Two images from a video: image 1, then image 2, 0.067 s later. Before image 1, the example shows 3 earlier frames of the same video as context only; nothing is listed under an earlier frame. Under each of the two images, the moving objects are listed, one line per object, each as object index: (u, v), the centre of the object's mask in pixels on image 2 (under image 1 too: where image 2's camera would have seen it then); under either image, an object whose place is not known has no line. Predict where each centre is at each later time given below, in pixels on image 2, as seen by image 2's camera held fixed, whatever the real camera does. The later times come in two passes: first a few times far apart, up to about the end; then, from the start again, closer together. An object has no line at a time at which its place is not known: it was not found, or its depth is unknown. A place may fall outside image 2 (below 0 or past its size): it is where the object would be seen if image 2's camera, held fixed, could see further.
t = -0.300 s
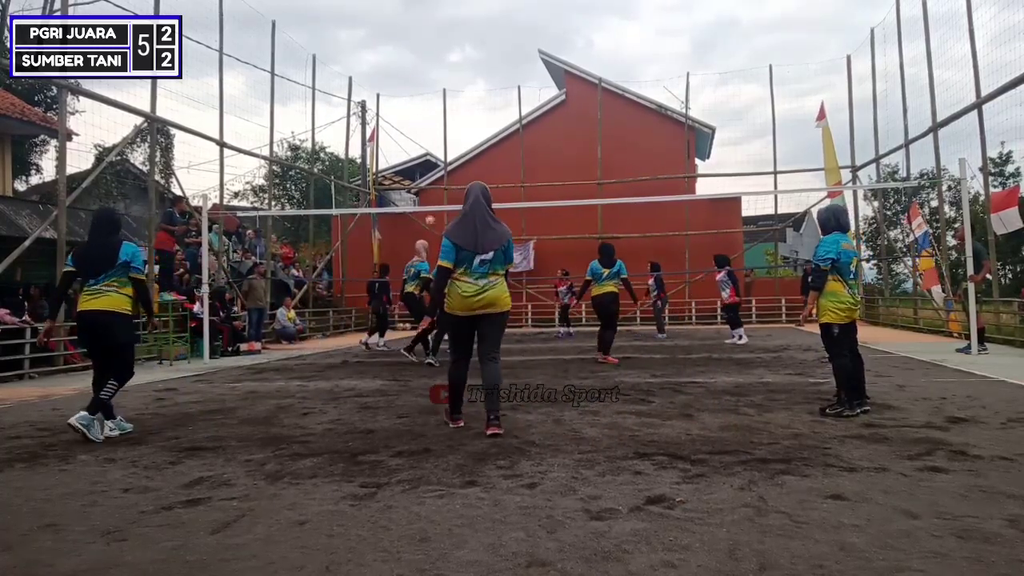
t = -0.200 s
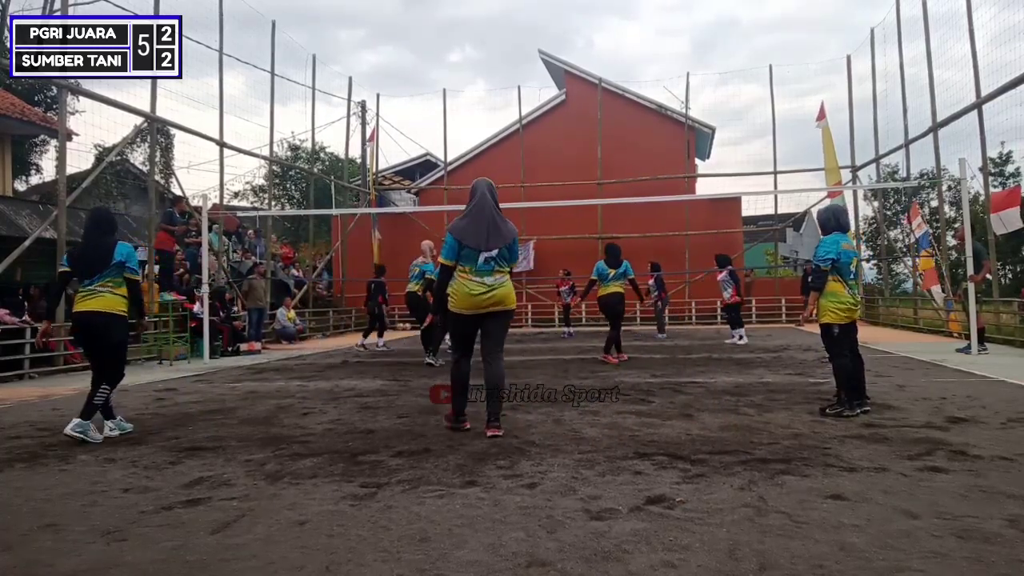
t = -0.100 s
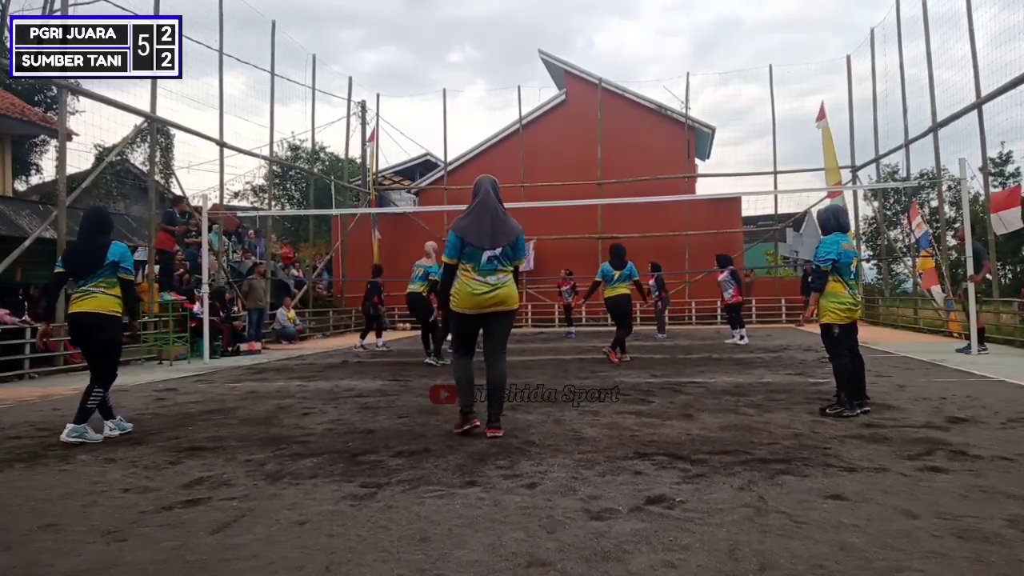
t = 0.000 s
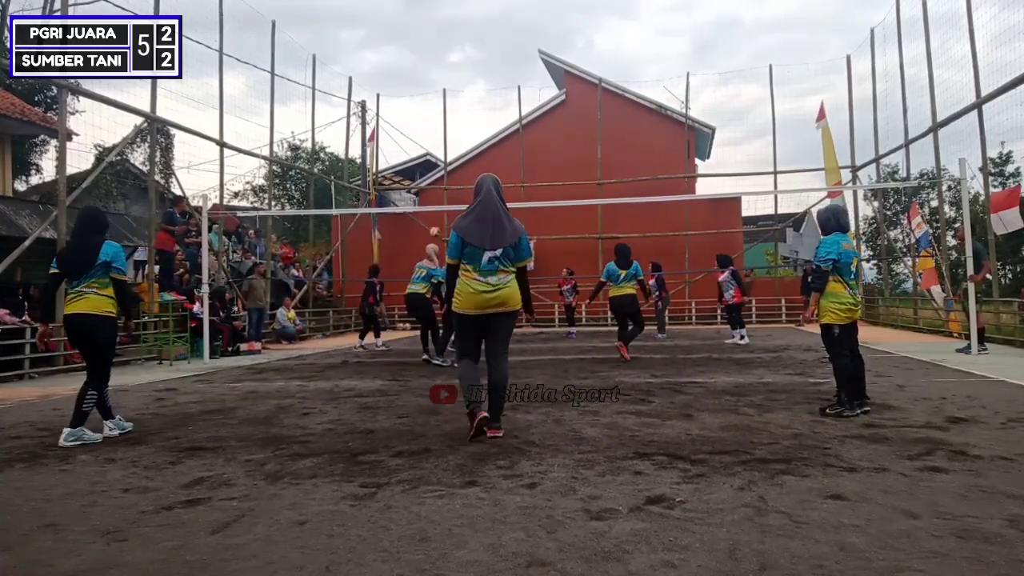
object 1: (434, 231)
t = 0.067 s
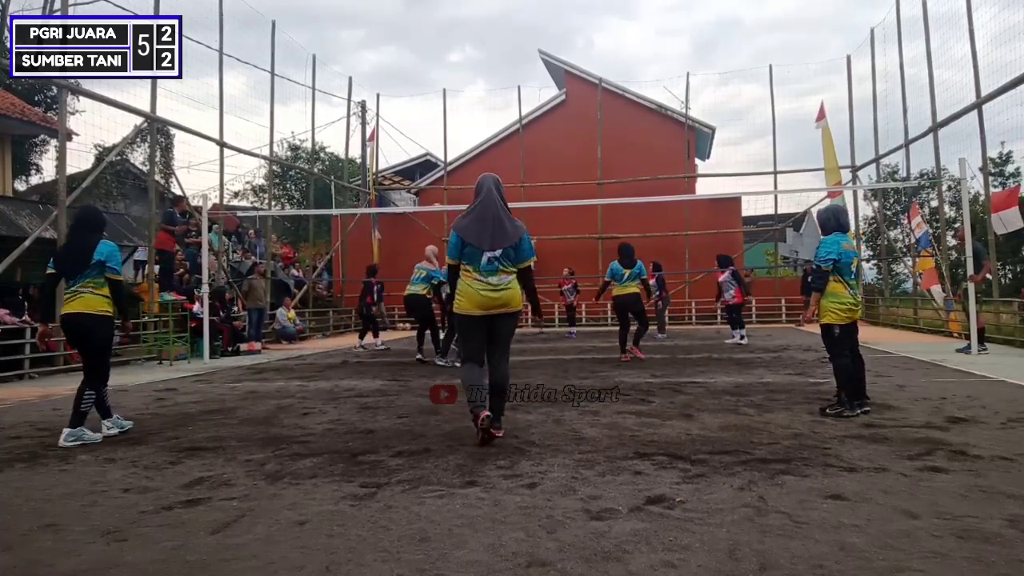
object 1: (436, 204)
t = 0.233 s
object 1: (440, 155)
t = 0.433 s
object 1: (446, 106)
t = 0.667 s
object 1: (454, 71)
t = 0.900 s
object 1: (463, 65)
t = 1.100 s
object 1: (473, 88)
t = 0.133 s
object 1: (438, 185)
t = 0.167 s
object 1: (439, 174)
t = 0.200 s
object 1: (439, 164)
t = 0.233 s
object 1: (440, 155)
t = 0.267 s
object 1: (441, 146)
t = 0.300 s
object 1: (442, 137)
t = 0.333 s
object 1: (443, 129)
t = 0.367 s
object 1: (444, 121)
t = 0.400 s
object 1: (445, 113)
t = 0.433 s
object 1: (446, 106)
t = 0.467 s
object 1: (447, 99)
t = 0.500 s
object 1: (449, 93)
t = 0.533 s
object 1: (449, 88)
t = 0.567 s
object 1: (450, 83)
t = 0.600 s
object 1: (452, 78)
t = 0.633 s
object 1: (453, 75)
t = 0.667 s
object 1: (454, 71)
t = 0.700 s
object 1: (455, 68)
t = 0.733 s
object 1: (456, 67)
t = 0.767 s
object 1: (457, 65)
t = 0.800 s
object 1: (459, 64)
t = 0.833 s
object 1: (460, 64)
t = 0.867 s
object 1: (461, 64)
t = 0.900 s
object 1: (463, 65)
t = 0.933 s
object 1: (465, 67)
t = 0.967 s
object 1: (466, 70)
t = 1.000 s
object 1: (468, 73)
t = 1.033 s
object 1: (469, 77)
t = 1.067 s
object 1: (471, 82)
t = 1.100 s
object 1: (473, 88)
